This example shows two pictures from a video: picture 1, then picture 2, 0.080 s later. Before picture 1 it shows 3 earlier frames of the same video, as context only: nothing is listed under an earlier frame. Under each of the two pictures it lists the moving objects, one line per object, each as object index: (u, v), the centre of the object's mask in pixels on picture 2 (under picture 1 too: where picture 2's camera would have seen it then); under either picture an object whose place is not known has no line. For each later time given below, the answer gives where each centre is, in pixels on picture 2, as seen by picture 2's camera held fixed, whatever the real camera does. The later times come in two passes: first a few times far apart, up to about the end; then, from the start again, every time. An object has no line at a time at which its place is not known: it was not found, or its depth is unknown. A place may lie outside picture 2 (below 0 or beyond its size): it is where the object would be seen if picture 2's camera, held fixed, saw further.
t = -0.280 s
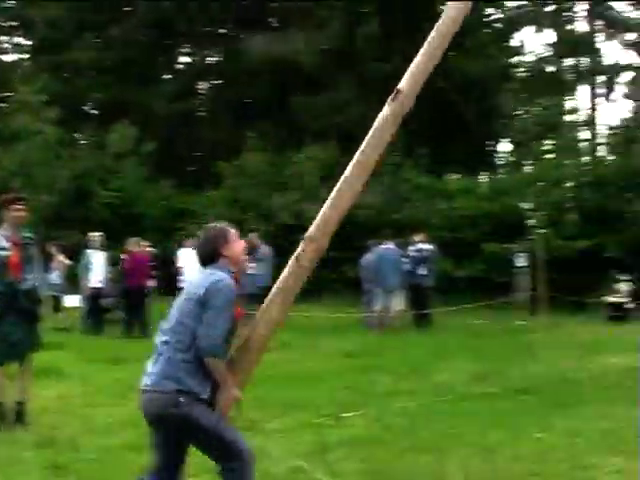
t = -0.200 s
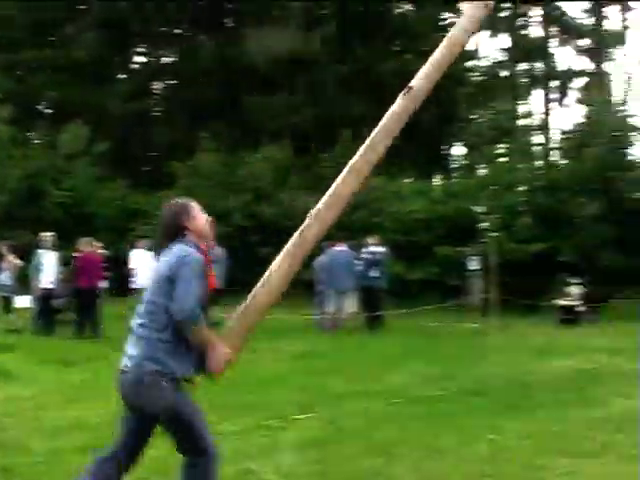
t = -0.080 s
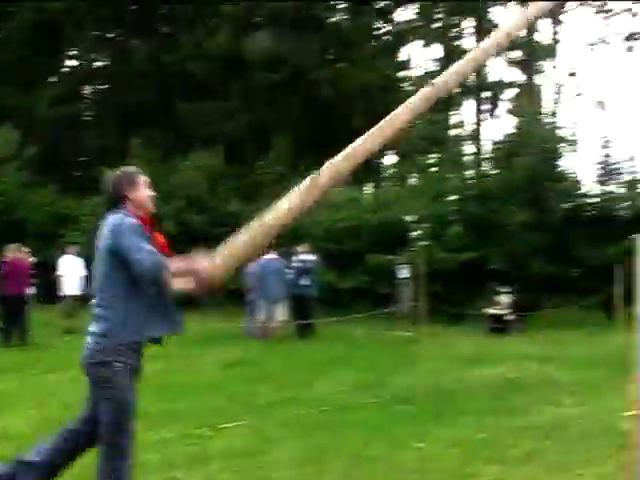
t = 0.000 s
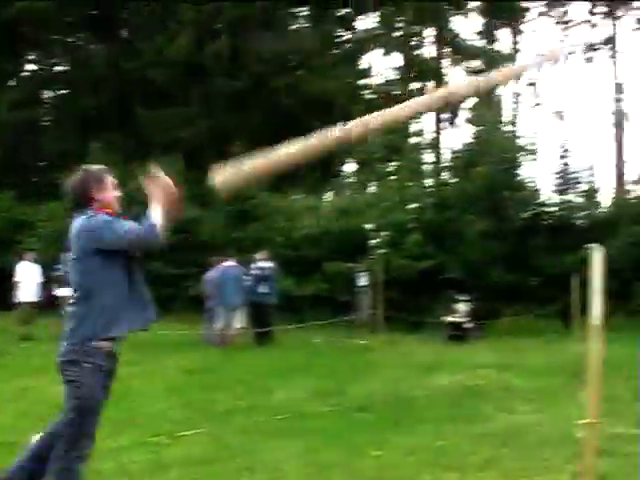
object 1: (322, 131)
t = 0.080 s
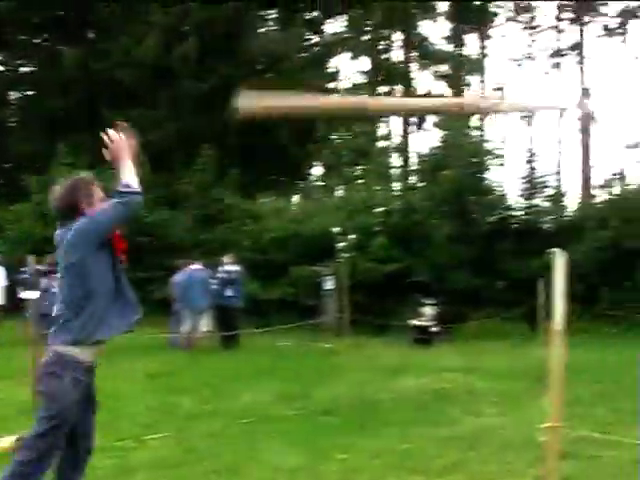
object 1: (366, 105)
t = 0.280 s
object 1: (524, 123)
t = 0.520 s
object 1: (633, 235)
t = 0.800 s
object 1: (683, 233)
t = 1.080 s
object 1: (722, 286)
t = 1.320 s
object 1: (749, 349)
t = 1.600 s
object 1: (763, 394)
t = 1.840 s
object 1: (766, 402)
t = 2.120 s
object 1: (767, 403)
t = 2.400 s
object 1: (766, 403)
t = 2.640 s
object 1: (764, 403)
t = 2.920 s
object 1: (764, 403)
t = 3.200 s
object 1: (764, 403)
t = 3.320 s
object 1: (765, 403)
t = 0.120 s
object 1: (397, 96)
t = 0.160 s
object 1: (429, 93)
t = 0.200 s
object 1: (465, 99)
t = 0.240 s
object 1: (492, 105)
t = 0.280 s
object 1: (524, 123)
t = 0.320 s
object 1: (546, 139)
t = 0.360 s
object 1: (564, 151)
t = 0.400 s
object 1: (587, 177)
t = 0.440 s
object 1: (605, 199)
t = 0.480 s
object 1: (620, 218)
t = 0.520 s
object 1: (633, 235)
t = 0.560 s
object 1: (643, 235)
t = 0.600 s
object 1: (650, 230)
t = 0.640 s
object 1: (658, 232)
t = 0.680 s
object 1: (664, 231)
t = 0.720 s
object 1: (671, 226)
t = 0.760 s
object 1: (678, 234)
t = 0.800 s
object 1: (683, 233)
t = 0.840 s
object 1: (689, 241)
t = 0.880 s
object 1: (696, 249)
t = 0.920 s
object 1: (701, 258)
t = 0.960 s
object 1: (707, 261)
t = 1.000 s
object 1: (711, 271)
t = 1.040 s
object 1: (717, 278)
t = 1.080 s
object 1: (722, 286)
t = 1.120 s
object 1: (726, 294)
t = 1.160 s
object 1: (732, 302)
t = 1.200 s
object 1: (736, 312)
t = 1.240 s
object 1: (741, 323)
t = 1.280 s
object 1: (744, 337)
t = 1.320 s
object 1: (749, 349)
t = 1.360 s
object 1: (756, 360)
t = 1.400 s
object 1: (758, 376)
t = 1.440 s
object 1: (762, 392)
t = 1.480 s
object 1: (763, 402)
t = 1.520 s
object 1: (764, 398)
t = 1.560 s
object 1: (764, 395)
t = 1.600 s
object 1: (763, 394)
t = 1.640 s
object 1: (766, 392)
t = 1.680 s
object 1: (766, 392)
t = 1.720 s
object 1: (766, 393)
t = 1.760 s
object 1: (766, 395)
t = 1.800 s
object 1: (765, 398)
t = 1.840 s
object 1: (766, 402)
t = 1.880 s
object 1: (766, 403)
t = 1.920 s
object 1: (768, 402)
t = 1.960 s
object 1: (767, 402)
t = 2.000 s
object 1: (767, 402)
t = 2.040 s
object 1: (767, 403)
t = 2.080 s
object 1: (767, 403)
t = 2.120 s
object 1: (767, 403)
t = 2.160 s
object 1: (767, 403)
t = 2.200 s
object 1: (768, 403)
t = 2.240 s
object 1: (767, 403)
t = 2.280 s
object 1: (766, 403)
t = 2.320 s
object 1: (766, 403)
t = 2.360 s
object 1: (766, 403)
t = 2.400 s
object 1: (766, 403)
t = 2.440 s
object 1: (766, 403)
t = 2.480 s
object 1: (766, 403)
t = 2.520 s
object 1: (765, 403)
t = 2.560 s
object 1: (765, 403)
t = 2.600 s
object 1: (765, 403)
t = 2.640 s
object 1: (764, 403)
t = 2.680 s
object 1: (764, 403)
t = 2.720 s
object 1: (765, 403)
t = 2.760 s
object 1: (765, 403)
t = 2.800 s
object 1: (765, 403)
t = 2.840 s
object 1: (764, 403)
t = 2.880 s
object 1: (764, 403)
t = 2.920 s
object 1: (764, 403)
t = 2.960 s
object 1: (764, 403)
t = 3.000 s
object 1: (764, 403)
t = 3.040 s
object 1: (764, 403)
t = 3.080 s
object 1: (764, 403)
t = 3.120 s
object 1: (764, 403)
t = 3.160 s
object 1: (765, 403)
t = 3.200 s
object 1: (764, 403)
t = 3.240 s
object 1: (765, 403)
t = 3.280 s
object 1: (764, 403)
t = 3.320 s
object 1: (765, 403)
